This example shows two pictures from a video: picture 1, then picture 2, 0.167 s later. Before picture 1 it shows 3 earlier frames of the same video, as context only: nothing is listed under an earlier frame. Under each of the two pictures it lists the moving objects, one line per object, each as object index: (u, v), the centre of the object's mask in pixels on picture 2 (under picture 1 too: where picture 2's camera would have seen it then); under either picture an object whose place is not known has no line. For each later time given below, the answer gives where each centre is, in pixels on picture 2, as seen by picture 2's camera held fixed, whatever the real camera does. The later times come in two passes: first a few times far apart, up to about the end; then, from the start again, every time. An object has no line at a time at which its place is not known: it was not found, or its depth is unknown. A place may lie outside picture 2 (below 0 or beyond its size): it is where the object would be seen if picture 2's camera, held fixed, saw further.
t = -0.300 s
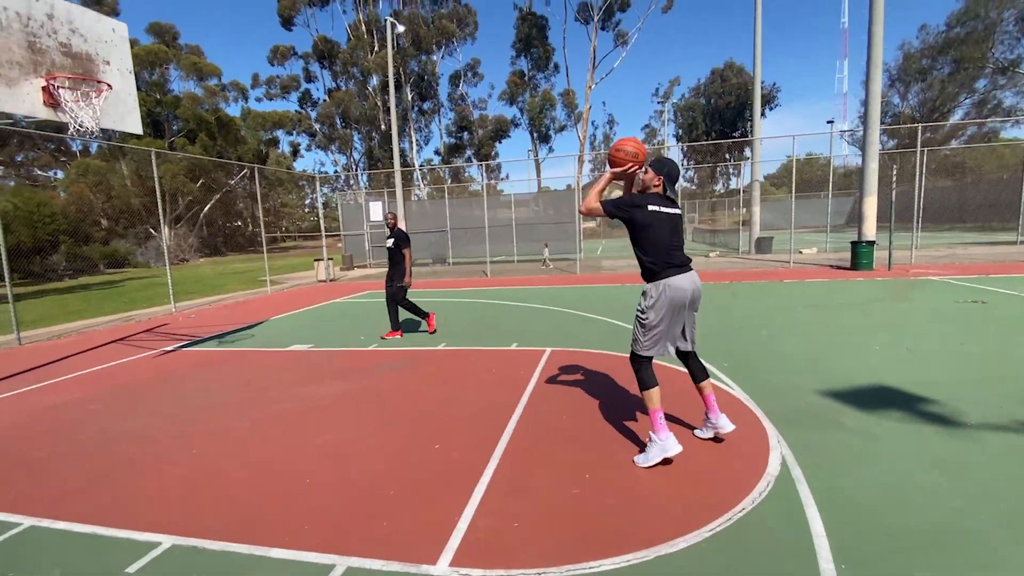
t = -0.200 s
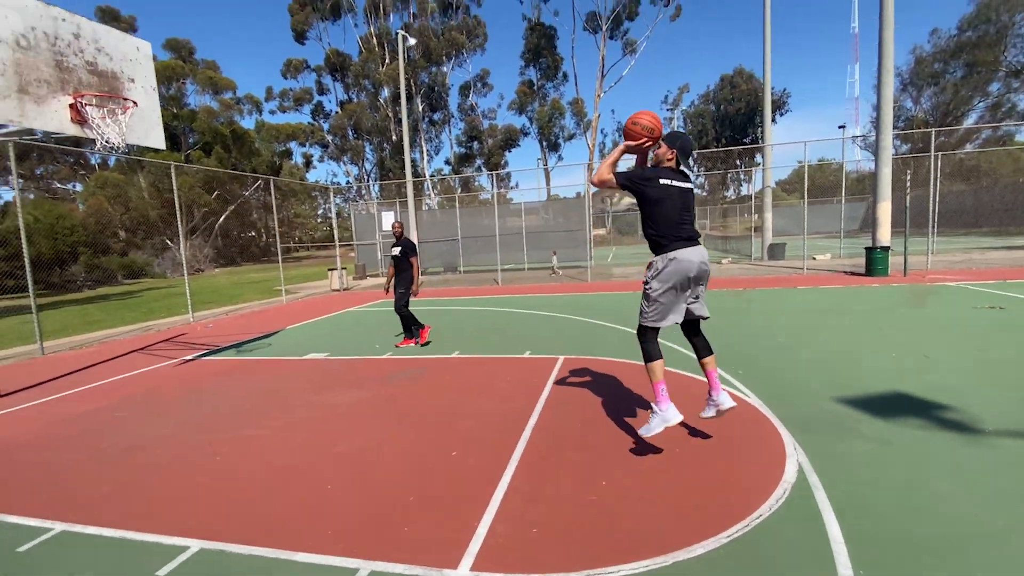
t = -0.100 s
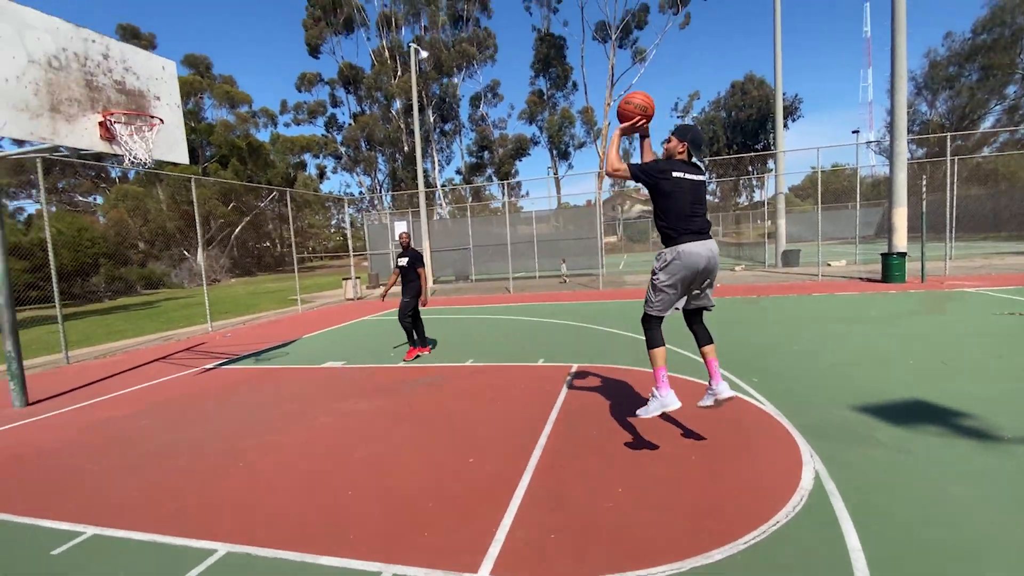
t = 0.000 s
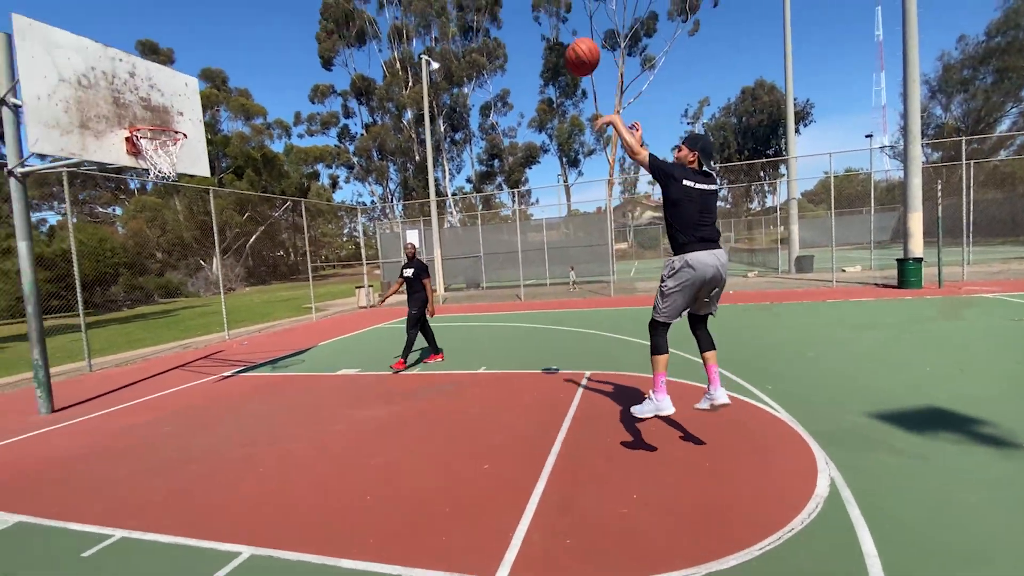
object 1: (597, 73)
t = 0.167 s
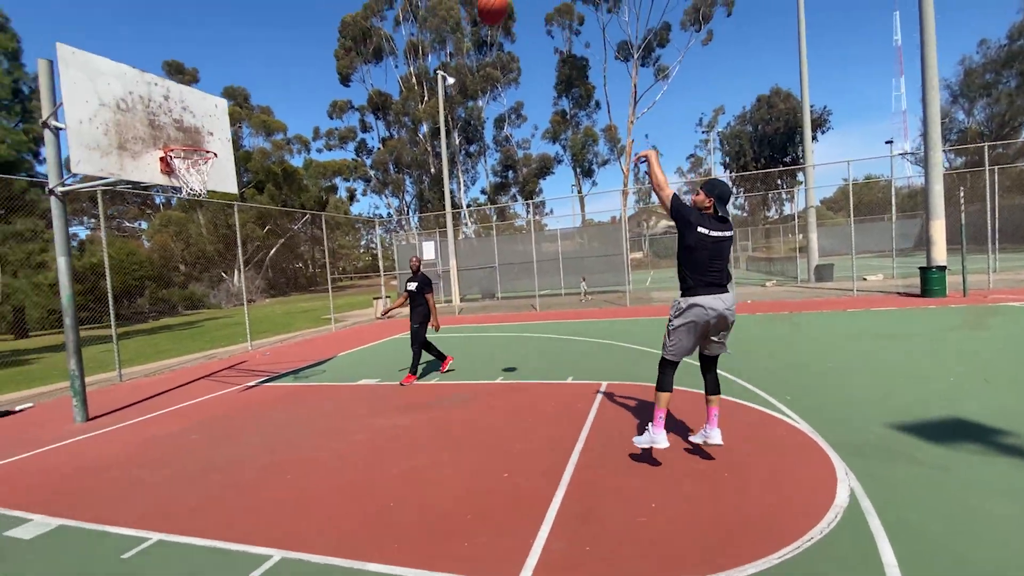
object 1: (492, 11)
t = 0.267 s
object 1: (439, -2)
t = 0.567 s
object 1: (315, 12)
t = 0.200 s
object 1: (474, 6)
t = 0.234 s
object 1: (457, 2)
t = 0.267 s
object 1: (439, -2)
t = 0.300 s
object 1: (423, -4)
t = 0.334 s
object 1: (408, -6)
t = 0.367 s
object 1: (393, -8)
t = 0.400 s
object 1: (379, -8)
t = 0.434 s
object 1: (365, -8)
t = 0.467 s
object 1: (351, -6)
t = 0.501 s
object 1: (338, -1)
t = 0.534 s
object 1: (326, 5)
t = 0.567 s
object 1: (315, 12)
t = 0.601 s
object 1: (304, 19)
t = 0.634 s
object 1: (293, 28)
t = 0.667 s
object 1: (283, 37)
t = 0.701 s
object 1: (273, 48)
